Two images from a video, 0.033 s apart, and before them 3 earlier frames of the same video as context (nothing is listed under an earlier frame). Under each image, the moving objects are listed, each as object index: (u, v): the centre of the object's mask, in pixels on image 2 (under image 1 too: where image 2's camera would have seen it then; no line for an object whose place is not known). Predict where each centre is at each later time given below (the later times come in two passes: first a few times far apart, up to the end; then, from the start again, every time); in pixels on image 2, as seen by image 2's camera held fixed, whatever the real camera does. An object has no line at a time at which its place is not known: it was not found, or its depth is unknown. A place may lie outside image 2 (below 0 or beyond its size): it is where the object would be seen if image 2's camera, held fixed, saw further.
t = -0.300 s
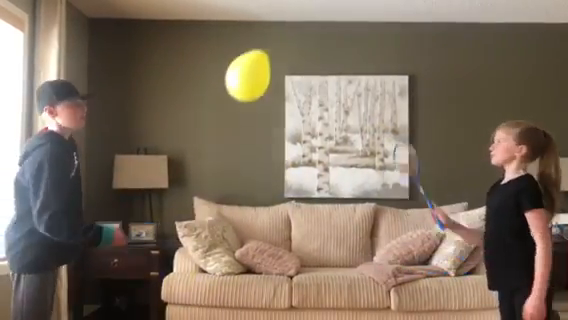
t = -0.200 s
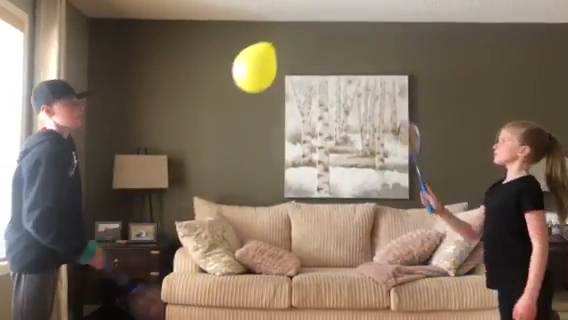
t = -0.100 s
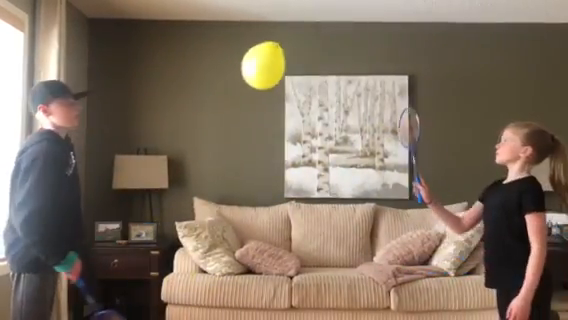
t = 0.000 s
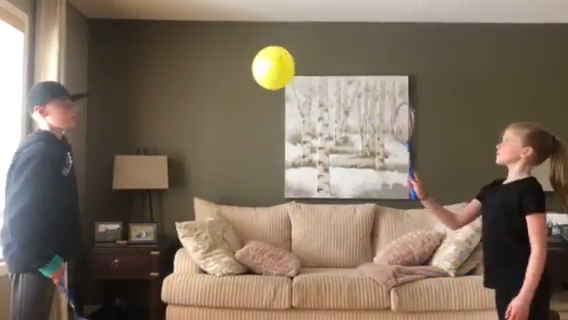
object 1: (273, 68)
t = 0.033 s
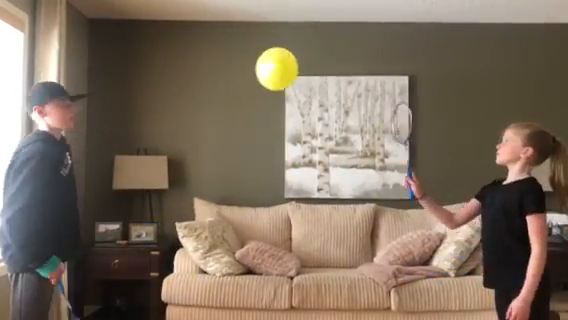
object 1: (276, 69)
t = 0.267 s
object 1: (302, 84)
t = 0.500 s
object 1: (322, 113)
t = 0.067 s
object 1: (280, 70)
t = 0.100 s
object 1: (284, 71)
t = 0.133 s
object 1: (288, 73)
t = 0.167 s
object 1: (292, 75)
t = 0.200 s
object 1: (295, 78)
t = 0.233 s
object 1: (299, 81)
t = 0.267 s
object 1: (302, 84)
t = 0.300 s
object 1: (305, 87)
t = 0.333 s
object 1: (308, 90)
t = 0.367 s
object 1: (311, 95)
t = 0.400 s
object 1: (315, 98)
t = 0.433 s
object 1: (317, 103)
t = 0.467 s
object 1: (320, 108)
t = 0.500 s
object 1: (322, 113)
